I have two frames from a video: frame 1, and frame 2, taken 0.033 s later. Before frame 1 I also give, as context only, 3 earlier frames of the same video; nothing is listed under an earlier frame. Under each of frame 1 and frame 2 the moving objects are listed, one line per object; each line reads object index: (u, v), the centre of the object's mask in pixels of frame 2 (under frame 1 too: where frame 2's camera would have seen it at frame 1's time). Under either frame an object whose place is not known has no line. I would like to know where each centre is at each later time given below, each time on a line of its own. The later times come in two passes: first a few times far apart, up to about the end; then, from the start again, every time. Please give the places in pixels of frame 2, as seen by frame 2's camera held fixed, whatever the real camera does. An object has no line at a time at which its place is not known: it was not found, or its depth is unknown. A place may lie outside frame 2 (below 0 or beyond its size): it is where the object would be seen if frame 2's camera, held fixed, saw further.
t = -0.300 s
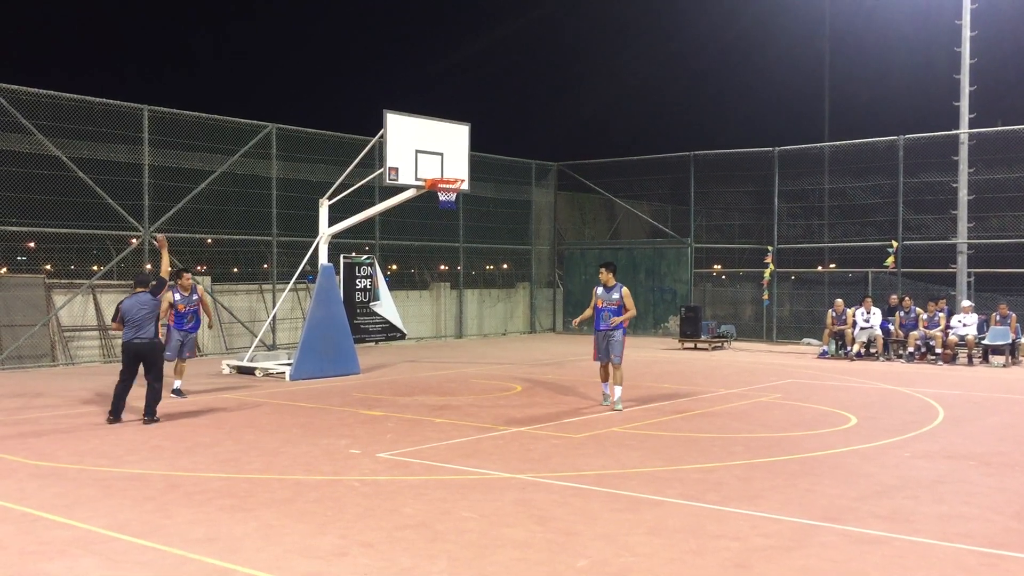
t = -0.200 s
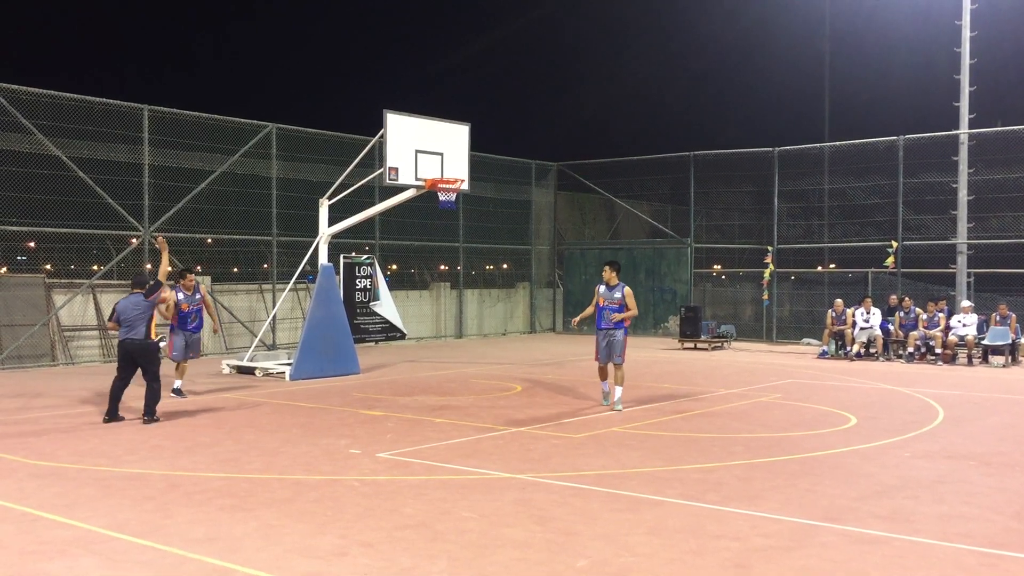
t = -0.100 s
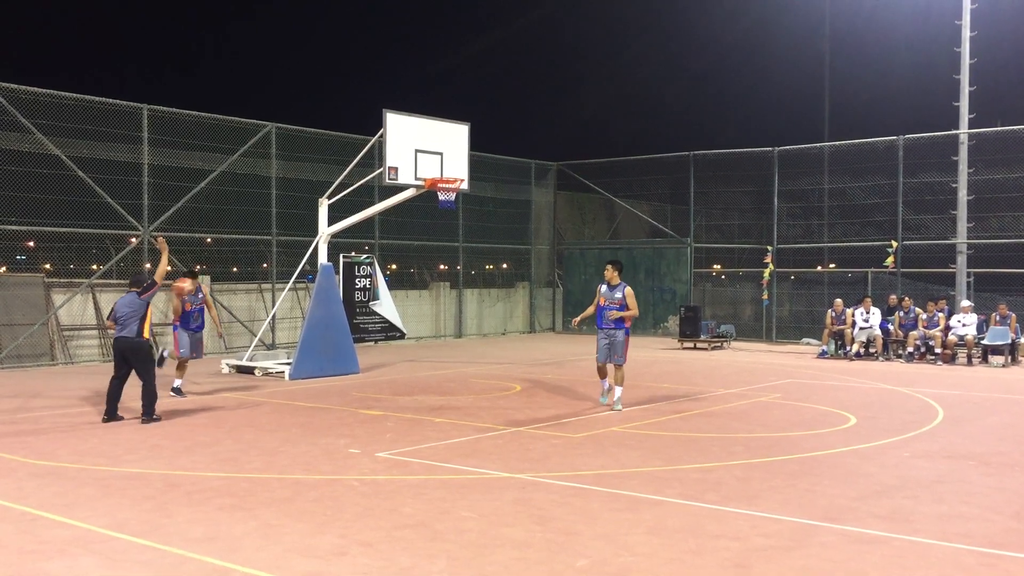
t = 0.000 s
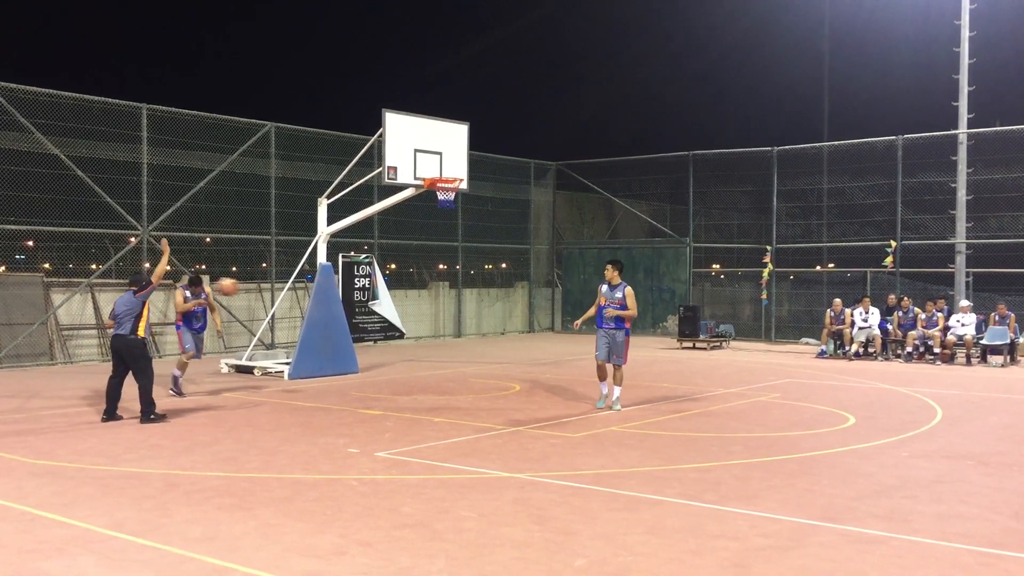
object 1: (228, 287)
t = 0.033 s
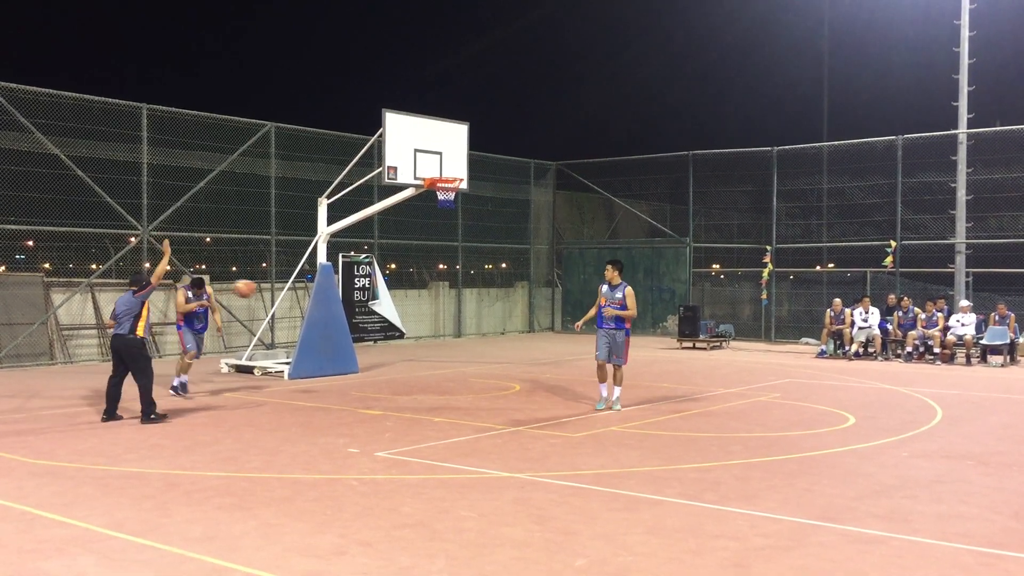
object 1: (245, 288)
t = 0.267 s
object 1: (361, 328)
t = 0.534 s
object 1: (482, 380)
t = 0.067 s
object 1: (260, 291)
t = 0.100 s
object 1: (278, 295)
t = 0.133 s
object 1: (294, 300)
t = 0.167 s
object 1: (312, 306)
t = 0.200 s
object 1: (329, 312)
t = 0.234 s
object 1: (345, 320)
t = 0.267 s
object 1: (361, 328)
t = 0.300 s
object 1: (378, 337)
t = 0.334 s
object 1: (396, 348)
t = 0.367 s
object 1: (412, 359)
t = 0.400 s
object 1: (430, 372)
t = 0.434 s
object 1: (447, 385)
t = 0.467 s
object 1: (464, 399)
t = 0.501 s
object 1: (473, 392)
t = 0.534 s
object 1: (482, 380)
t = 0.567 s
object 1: (491, 371)
